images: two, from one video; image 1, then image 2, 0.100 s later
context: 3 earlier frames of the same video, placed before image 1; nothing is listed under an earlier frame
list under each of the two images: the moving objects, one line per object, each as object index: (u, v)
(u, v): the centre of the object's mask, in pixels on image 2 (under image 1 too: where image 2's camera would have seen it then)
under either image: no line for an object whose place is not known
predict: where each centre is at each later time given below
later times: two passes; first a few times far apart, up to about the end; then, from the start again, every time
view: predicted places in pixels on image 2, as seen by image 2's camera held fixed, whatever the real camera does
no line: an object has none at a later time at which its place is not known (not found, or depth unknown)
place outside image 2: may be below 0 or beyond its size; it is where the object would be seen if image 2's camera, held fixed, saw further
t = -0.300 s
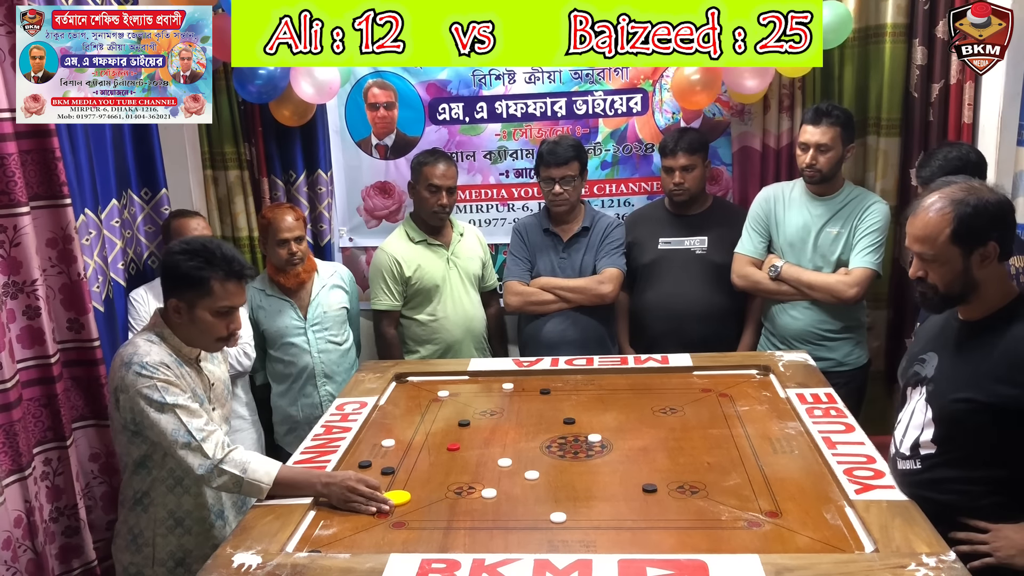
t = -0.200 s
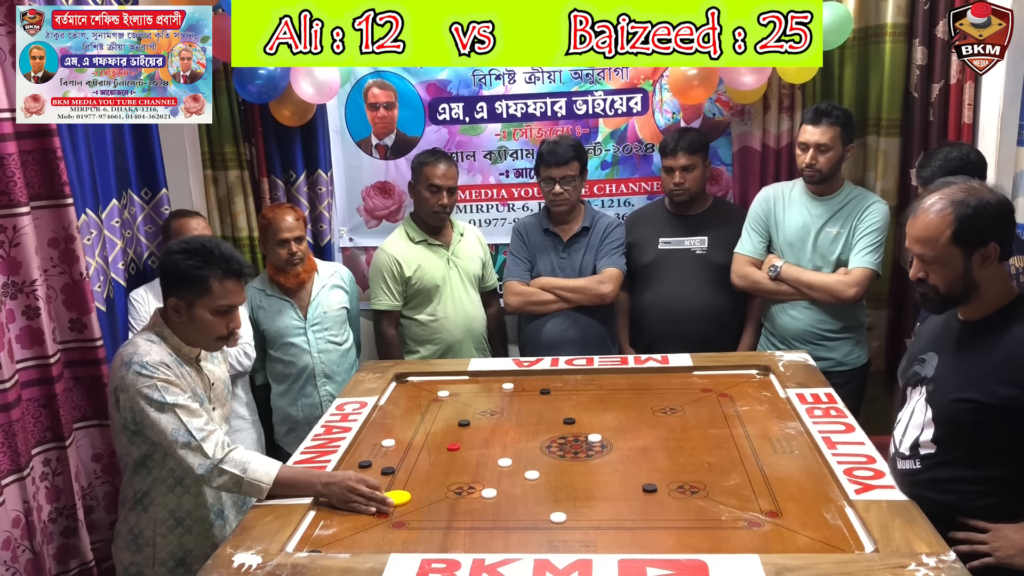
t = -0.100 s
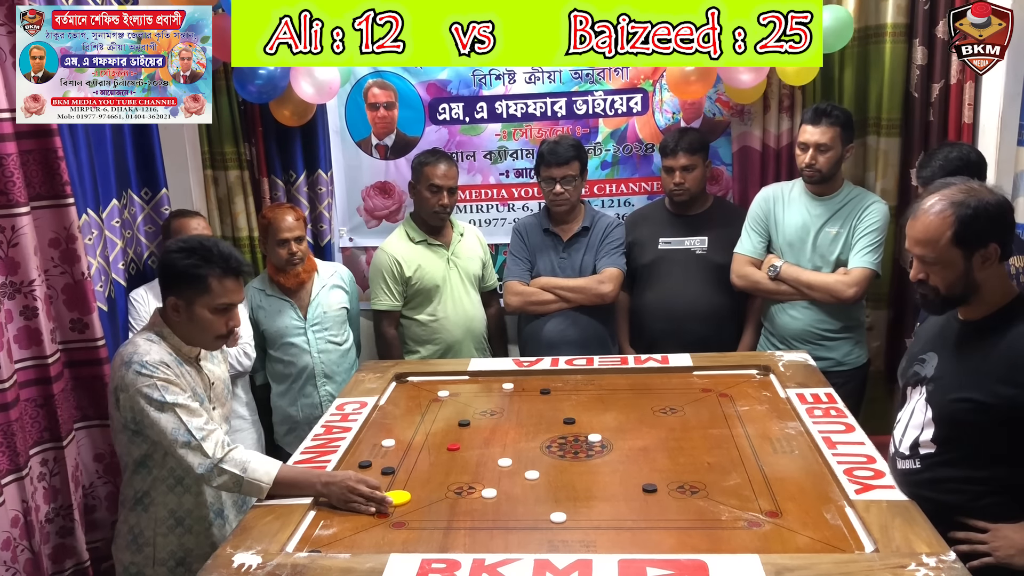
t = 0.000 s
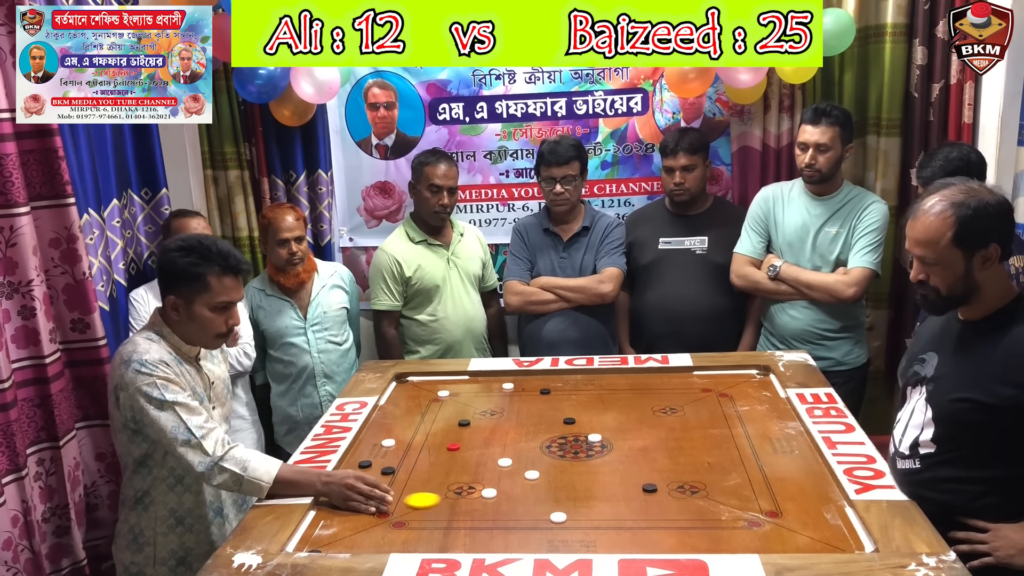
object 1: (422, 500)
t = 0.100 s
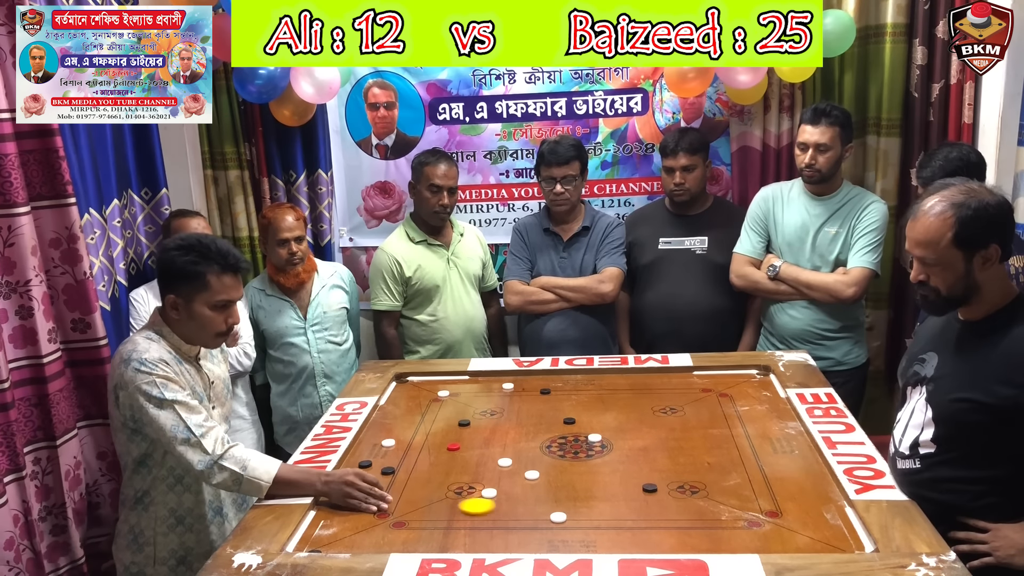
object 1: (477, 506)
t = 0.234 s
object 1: (543, 514)
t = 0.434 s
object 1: (604, 520)
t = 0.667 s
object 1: (651, 525)
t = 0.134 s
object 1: (495, 508)
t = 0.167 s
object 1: (512, 510)
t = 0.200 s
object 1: (529, 512)
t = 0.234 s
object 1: (543, 514)
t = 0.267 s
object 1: (554, 515)
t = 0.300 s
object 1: (565, 516)
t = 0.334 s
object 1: (576, 517)
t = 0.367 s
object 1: (585, 518)
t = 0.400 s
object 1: (595, 519)
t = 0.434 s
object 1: (604, 520)
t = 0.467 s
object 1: (612, 521)
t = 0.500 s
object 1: (620, 522)
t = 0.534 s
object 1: (627, 522)
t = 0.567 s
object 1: (634, 523)
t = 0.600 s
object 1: (640, 524)
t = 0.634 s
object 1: (646, 525)
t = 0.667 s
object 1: (651, 525)
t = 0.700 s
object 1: (656, 526)
